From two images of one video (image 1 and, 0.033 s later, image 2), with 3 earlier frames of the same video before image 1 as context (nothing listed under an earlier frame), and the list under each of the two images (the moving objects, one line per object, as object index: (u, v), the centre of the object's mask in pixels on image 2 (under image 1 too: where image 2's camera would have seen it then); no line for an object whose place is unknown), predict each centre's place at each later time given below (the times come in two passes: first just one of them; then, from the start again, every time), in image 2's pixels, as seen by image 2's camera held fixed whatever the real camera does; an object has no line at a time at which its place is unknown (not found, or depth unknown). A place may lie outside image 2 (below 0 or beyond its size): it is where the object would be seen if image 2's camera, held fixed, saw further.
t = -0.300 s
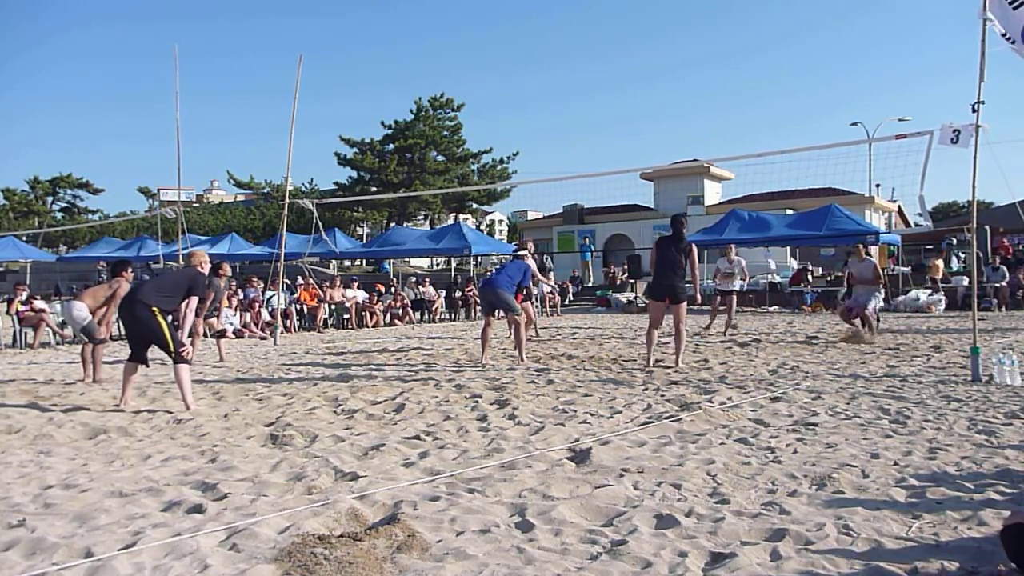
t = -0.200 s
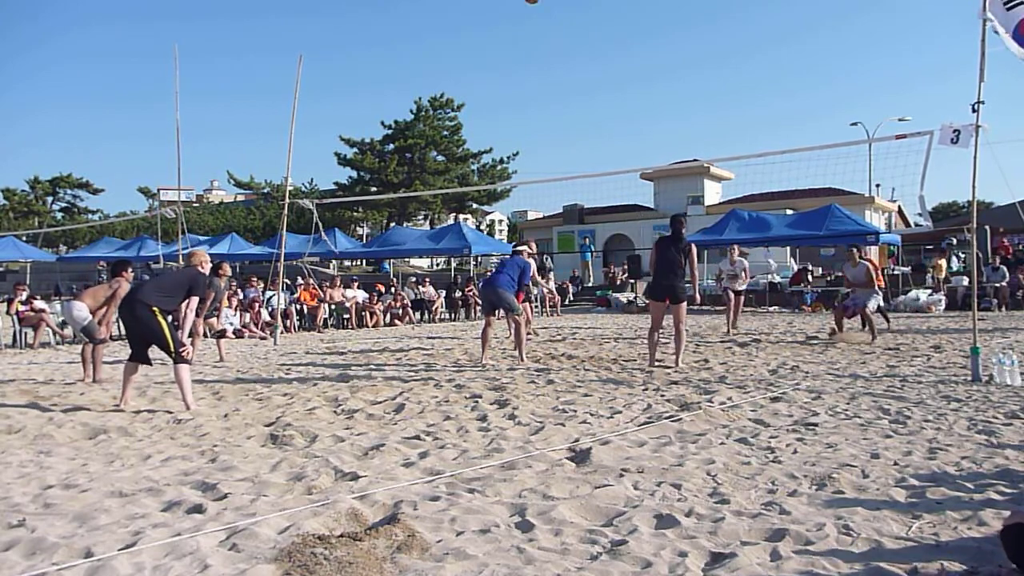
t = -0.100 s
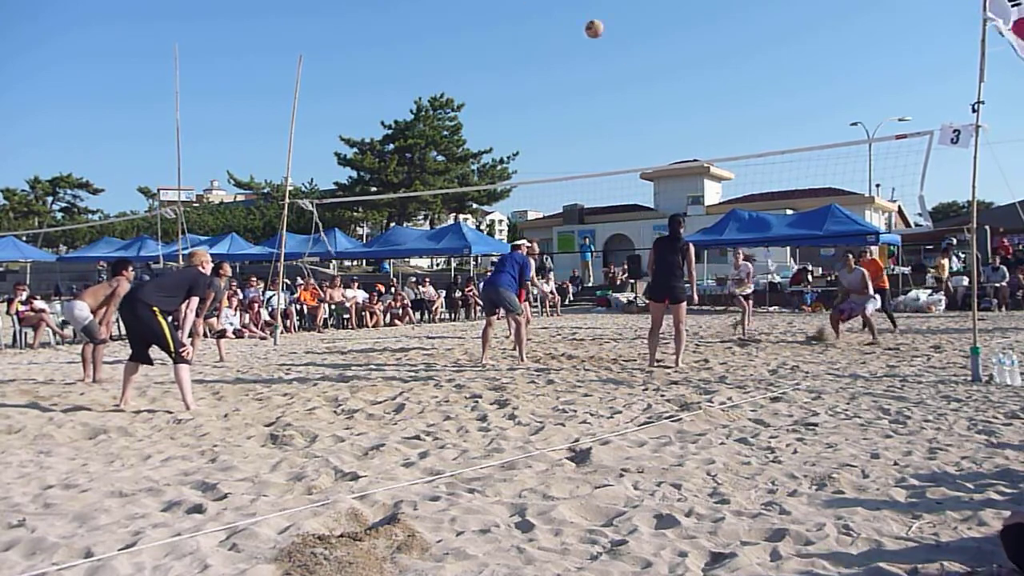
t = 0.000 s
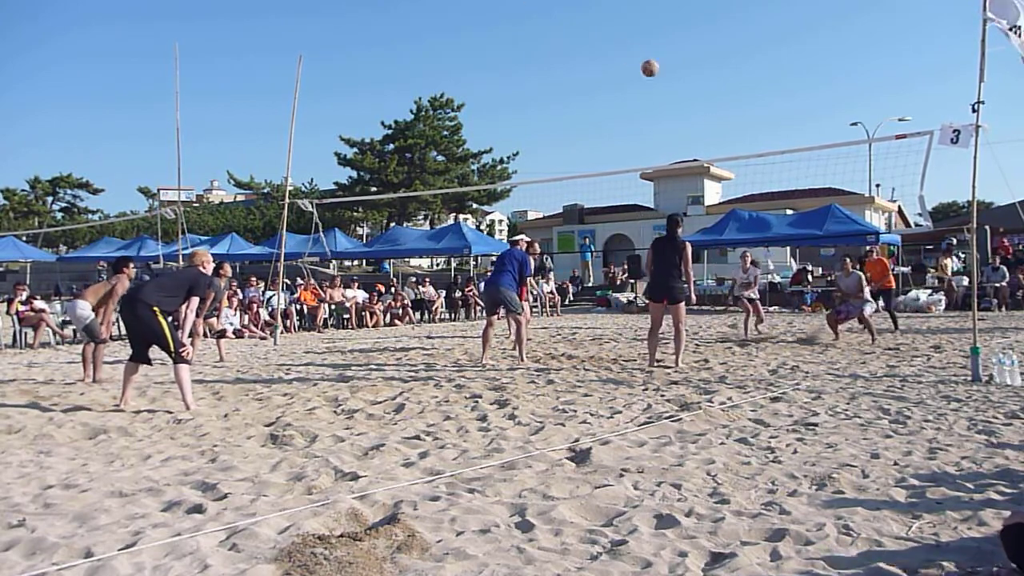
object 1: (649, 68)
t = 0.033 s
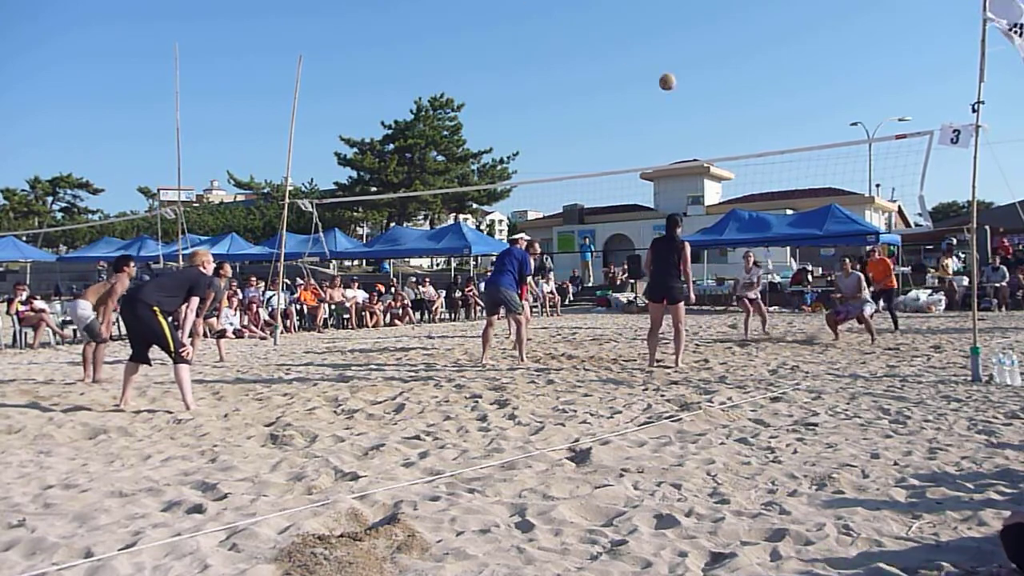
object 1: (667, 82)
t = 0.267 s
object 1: (773, 188)
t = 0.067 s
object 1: (683, 96)
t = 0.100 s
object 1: (700, 111)
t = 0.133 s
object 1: (716, 125)
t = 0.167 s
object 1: (731, 140)
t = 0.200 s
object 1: (745, 156)
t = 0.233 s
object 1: (759, 172)
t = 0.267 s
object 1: (773, 188)
